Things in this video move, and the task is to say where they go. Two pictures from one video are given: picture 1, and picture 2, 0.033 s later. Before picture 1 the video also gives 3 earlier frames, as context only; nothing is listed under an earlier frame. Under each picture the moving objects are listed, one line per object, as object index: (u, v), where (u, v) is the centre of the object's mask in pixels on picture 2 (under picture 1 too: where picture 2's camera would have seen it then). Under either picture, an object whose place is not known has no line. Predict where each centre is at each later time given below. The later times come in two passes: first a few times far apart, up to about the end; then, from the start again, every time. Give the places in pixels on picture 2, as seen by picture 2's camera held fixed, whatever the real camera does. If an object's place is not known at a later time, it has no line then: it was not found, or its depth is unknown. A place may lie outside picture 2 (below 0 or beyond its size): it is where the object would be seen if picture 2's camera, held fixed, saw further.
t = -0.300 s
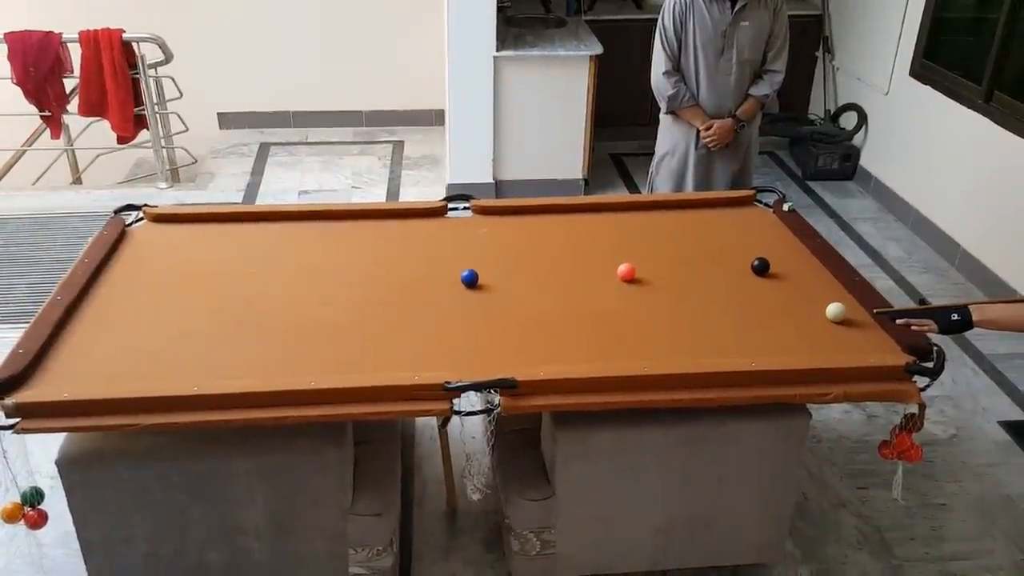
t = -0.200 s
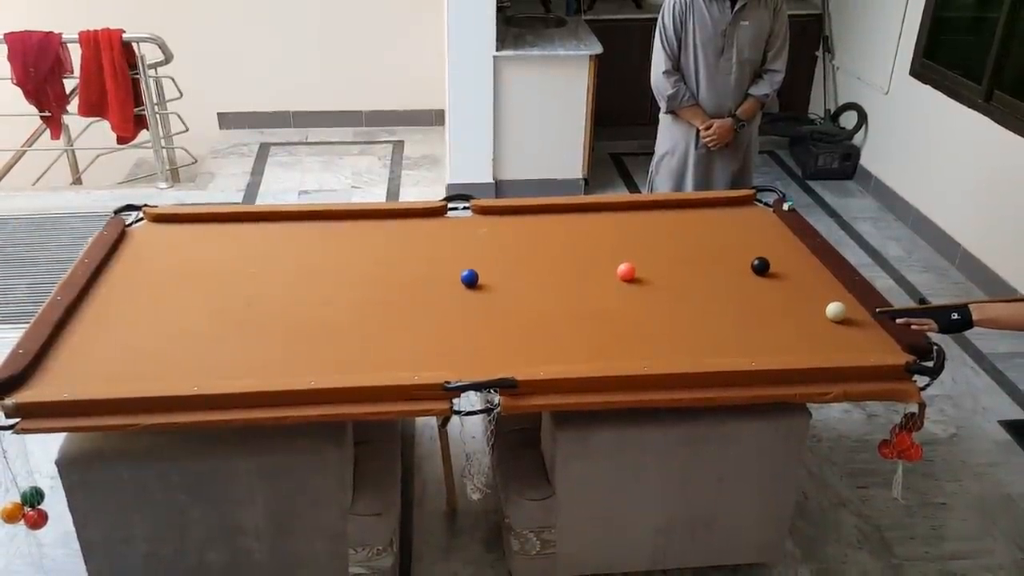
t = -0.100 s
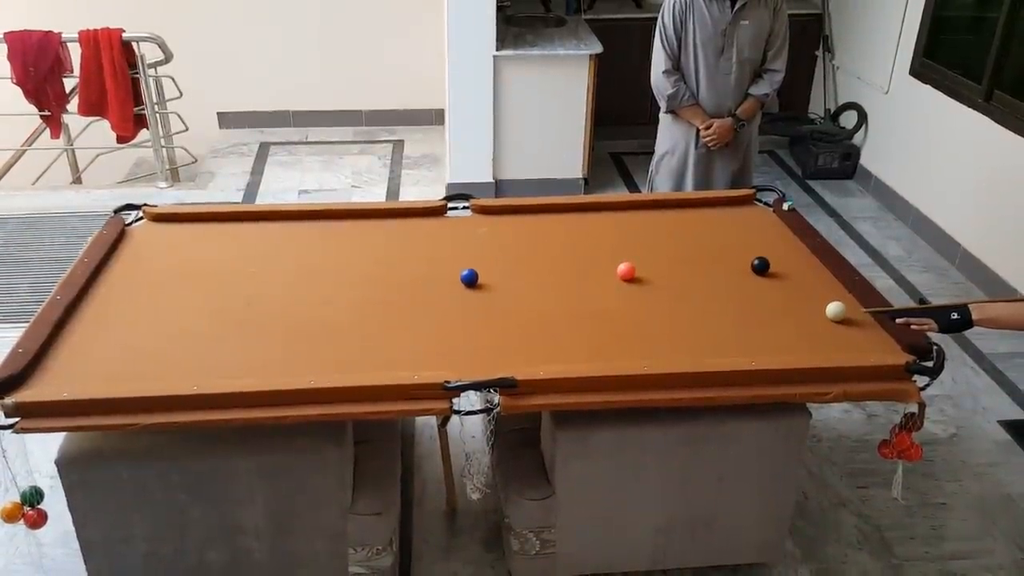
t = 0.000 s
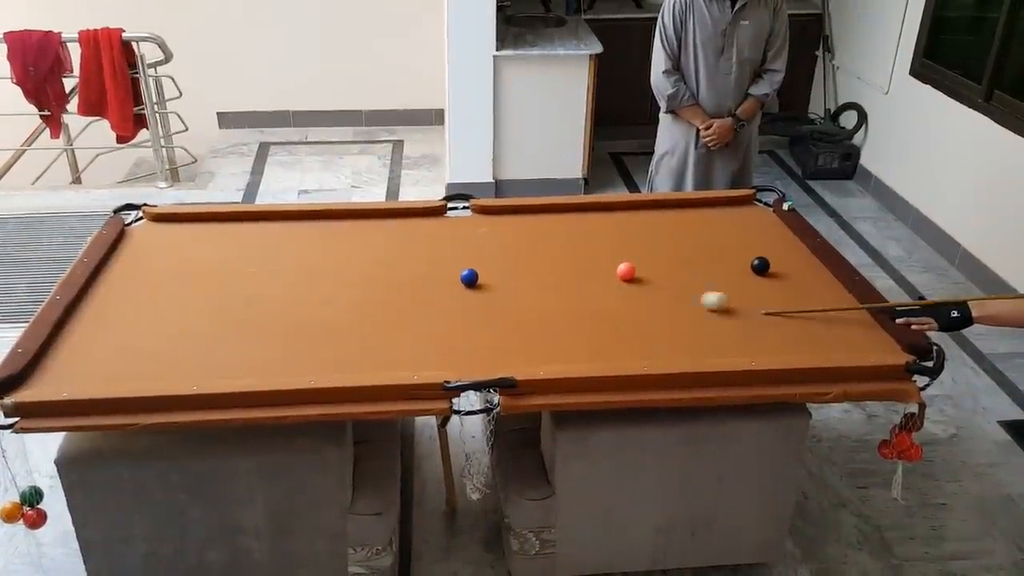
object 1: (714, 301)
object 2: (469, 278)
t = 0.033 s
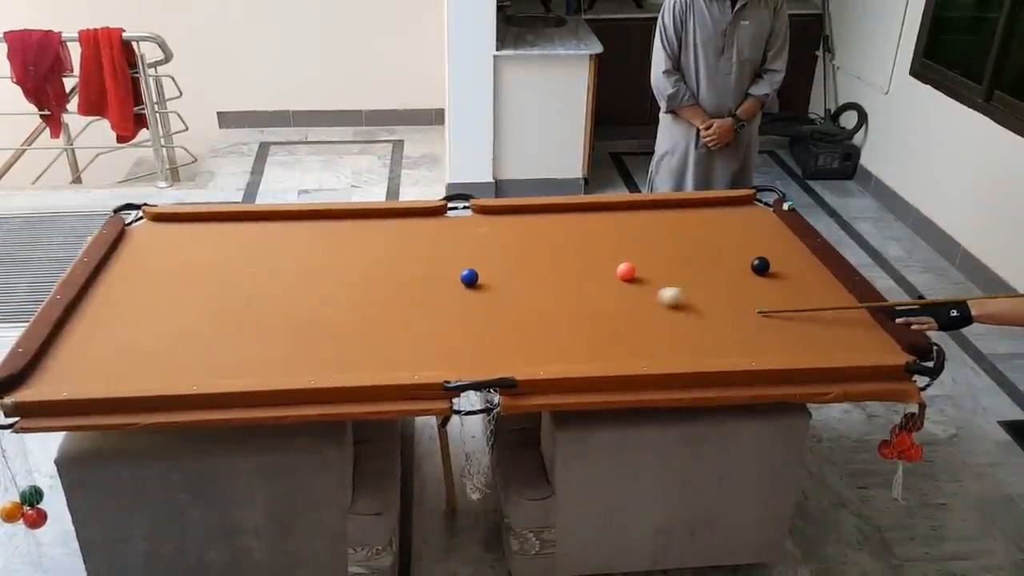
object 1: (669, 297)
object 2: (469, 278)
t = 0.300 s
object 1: (457, 294)
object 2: (404, 259)
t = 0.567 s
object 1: (363, 319)
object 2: (281, 226)
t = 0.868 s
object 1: (247, 351)
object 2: (173, 231)
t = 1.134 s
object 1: (135, 377)
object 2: (145, 247)
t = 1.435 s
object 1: (54, 374)
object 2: (185, 264)
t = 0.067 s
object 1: (628, 293)
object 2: (469, 278)
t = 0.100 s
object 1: (589, 290)
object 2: (469, 278)
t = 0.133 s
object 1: (552, 287)
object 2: (469, 278)
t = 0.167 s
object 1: (516, 285)
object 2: (469, 278)
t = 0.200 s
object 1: (485, 282)
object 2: (468, 277)
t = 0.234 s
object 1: (476, 286)
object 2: (445, 271)
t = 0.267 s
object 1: (467, 290)
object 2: (424, 265)
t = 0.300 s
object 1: (457, 294)
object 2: (404, 259)
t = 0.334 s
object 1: (446, 297)
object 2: (385, 254)
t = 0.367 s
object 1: (435, 301)
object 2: (368, 249)
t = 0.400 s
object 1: (423, 303)
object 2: (352, 245)
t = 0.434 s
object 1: (410, 307)
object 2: (337, 241)
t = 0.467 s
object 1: (398, 310)
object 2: (322, 238)
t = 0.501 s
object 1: (387, 312)
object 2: (309, 233)
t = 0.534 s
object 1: (375, 316)
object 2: (295, 230)
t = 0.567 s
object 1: (363, 319)
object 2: (281, 226)
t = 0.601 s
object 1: (350, 323)
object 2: (268, 221)
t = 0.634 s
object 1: (338, 326)
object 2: (255, 219)
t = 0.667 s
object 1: (326, 330)
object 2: (243, 218)
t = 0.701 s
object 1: (312, 333)
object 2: (232, 220)
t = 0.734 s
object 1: (299, 337)
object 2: (220, 223)
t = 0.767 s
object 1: (287, 340)
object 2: (209, 224)
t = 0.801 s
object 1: (273, 344)
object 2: (197, 227)
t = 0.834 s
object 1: (260, 347)
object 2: (185, 229)
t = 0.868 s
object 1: (247, 351)
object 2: (173, 231)
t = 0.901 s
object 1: (234, 355)
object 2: (161, 234)
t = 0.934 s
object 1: (220, 358)
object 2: (149, 235)
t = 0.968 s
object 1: (206, 362)
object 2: (137, 238)
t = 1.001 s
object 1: (192, 366)
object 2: (124, 240)
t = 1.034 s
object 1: (178, 369)
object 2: (130, 241)
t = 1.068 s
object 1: (164, 372)
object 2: (135, 243)
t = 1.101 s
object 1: (150, 374)
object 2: (141, 245)
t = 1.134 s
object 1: (135, 377)
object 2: (145, 247)
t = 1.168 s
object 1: (122, 378)
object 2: (150, 249)
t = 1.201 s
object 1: (114, 377)
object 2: (154, 251)
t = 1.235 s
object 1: (105, 377)
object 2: (159, 253)
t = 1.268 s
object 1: (96, 376)
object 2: (163, 255)
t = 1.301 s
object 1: (87, 376)
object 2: (167, 257)
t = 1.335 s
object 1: (79, 375)
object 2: (172, 259)
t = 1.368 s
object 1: (70, 375)
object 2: (176, 260)
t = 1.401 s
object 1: (63, 374)
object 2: (181, 262)
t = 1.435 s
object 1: (54, 374)
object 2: (185, 264)
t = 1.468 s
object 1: (45, 373)
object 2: (189, 266)
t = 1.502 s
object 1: (37, 371)
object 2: (194, 268)
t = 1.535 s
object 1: (35, 371)
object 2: (198, 270)
